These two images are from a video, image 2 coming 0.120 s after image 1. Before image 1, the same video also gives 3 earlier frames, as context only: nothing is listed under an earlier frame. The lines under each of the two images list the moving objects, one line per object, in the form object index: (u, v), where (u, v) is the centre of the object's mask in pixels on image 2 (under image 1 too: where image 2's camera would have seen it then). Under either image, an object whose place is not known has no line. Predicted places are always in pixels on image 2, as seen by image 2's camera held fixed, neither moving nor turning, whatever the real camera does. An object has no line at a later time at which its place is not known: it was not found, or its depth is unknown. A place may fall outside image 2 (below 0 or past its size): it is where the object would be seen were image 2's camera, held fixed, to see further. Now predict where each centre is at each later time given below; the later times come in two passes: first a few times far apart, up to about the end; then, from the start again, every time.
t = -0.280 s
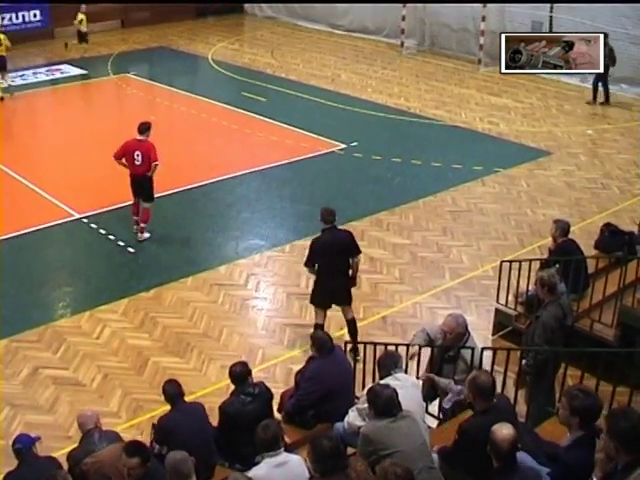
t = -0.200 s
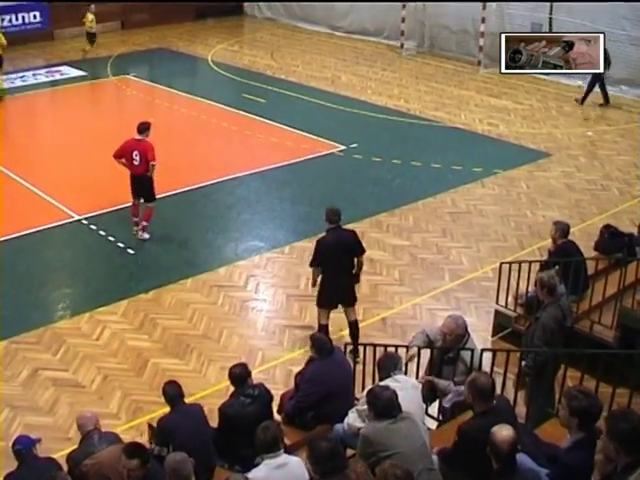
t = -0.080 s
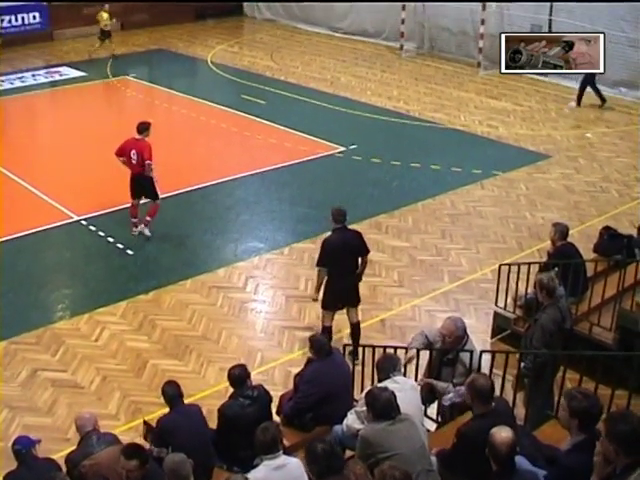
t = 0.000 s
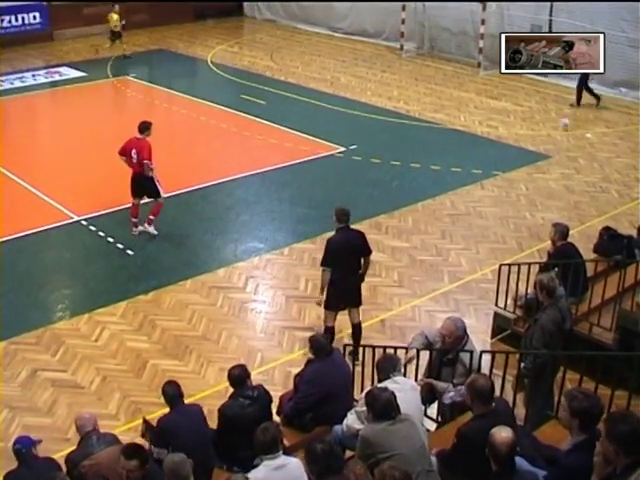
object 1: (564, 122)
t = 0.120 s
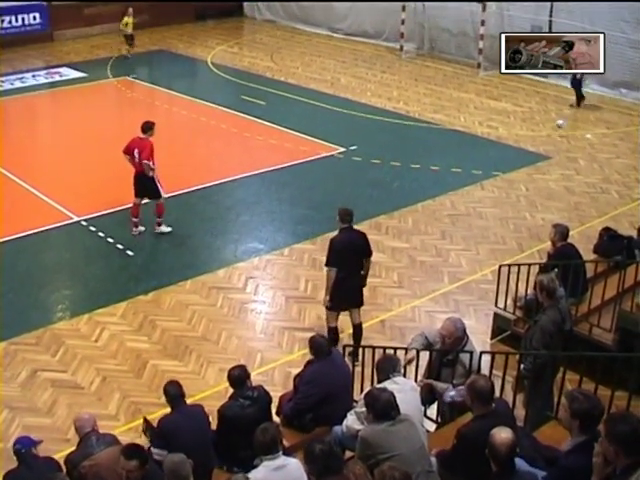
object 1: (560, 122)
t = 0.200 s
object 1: (556, 120)
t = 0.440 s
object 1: (540, 139)
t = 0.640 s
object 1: (526, 148)
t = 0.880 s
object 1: (509, 160)
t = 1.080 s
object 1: (494, 169)
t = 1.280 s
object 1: (478, 178)
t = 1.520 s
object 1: (457, 191)
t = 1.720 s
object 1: (438, 204)
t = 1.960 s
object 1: (417, 217)
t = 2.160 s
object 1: (395, 229)
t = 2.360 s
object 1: (373, 242)
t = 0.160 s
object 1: (558, 121)
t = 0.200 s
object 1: (556, 120)
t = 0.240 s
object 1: (554, 122)
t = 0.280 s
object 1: (552, 123)
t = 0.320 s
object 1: (548, 127)
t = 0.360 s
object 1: (546, 129)
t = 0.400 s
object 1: (542, 137)
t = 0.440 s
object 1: (540, 139)
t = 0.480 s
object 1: (537, 140)
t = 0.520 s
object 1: (534, 143)
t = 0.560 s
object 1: (531, 144)
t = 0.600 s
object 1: (529, 146)
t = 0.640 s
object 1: (526, 148)
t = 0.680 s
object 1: (523, 150)
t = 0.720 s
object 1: (520, 152)
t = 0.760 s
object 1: (517, 155)
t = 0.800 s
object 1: (515, 157)
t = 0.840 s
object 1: (512, 158)
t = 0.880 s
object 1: (509, 160)
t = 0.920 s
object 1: (506, 162)
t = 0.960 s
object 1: (503, 164)
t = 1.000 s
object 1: (500, 166)
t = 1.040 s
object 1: (497, 167)
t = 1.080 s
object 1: (494, 169)
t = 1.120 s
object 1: (490, 171)
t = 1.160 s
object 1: (488, 173)
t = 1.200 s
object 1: (484, 174)
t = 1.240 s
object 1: (481, 177)
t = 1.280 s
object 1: (478, 178)
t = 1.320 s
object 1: (475, 180)
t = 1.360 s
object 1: (472, 183)
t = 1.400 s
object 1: (469, 185)
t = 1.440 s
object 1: (465, 187)
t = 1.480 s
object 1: (461, 189)
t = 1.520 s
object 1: (457, 191)
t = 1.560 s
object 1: (454, 193)
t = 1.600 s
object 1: (450, 196)
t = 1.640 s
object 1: (447, 198)
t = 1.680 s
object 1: (443, 200)
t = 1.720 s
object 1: (438, 204)
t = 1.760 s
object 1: (435, 205)
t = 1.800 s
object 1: (432, 208)
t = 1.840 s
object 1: (428, 210)
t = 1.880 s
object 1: (423, 212)
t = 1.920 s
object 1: (420, 215)
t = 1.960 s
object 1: (417, 217)
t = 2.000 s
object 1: (412, 219)
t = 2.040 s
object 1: (407, 221)
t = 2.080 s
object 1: (404, 224)
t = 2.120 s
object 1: (400, 227)
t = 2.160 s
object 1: (395, 229)
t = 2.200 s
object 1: (391, 231)
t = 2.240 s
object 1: (386, 234)
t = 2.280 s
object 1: (382, 236)
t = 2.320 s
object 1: (376, 239)
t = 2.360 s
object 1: (373, 242)
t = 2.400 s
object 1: (369, 244)
